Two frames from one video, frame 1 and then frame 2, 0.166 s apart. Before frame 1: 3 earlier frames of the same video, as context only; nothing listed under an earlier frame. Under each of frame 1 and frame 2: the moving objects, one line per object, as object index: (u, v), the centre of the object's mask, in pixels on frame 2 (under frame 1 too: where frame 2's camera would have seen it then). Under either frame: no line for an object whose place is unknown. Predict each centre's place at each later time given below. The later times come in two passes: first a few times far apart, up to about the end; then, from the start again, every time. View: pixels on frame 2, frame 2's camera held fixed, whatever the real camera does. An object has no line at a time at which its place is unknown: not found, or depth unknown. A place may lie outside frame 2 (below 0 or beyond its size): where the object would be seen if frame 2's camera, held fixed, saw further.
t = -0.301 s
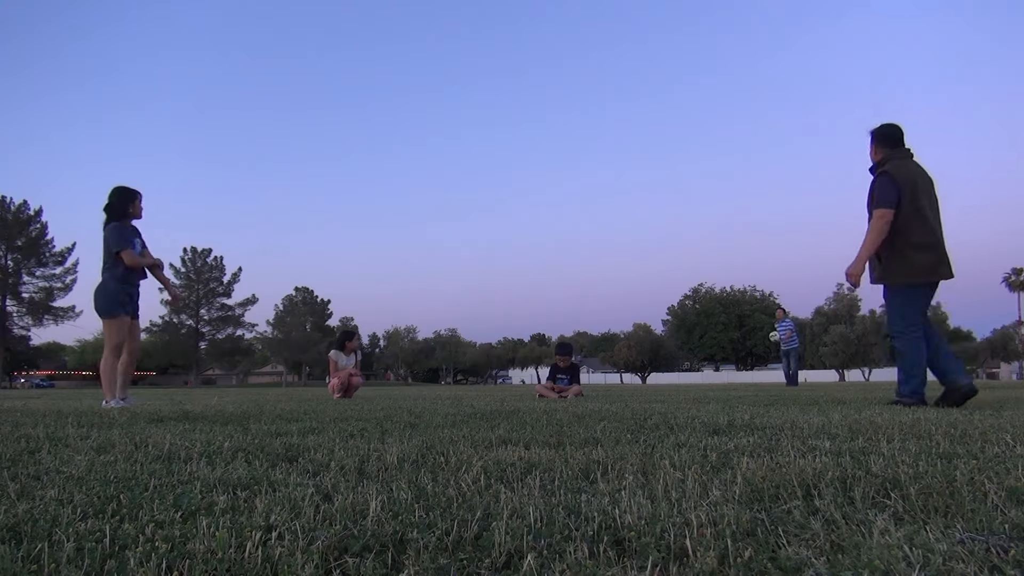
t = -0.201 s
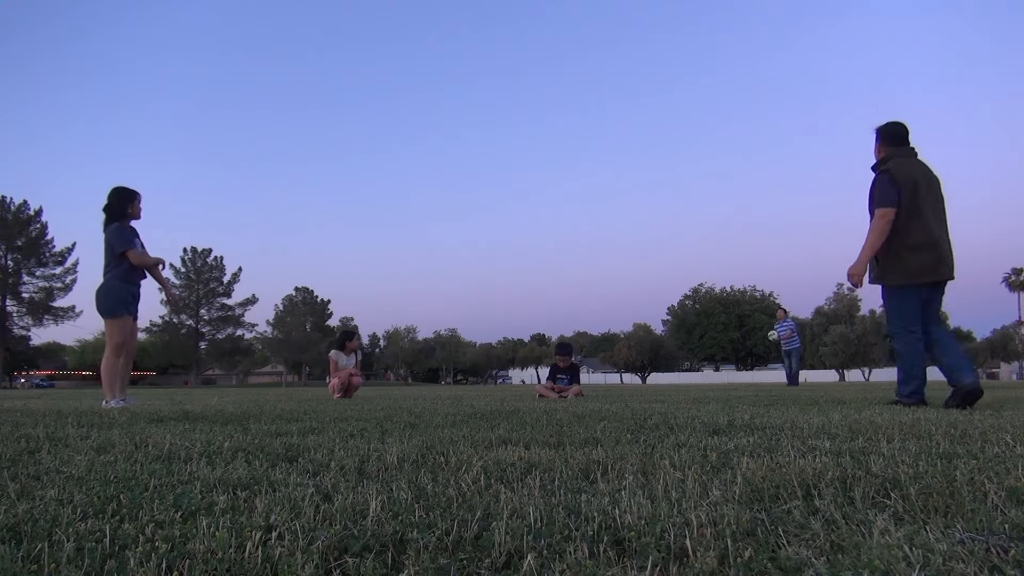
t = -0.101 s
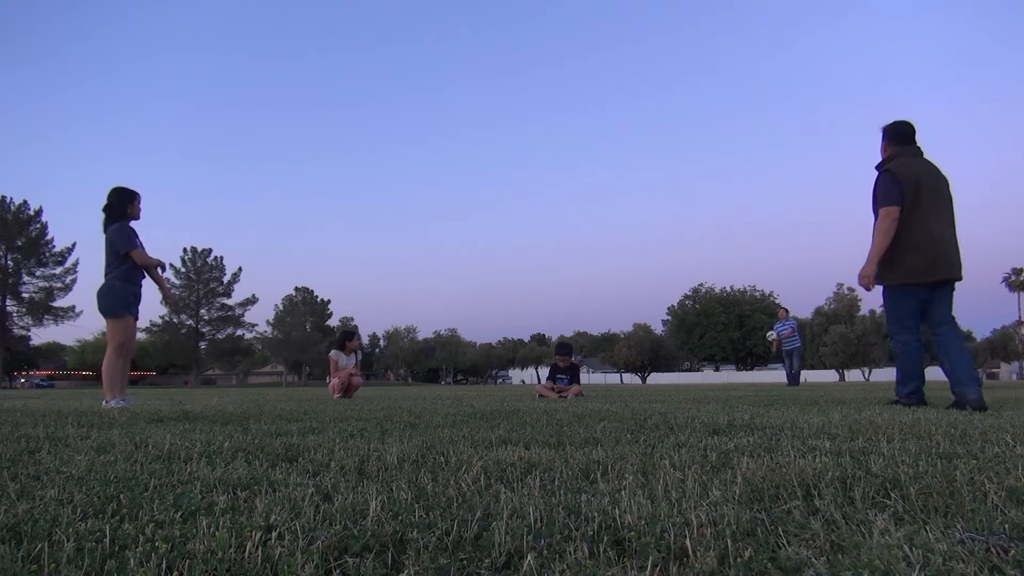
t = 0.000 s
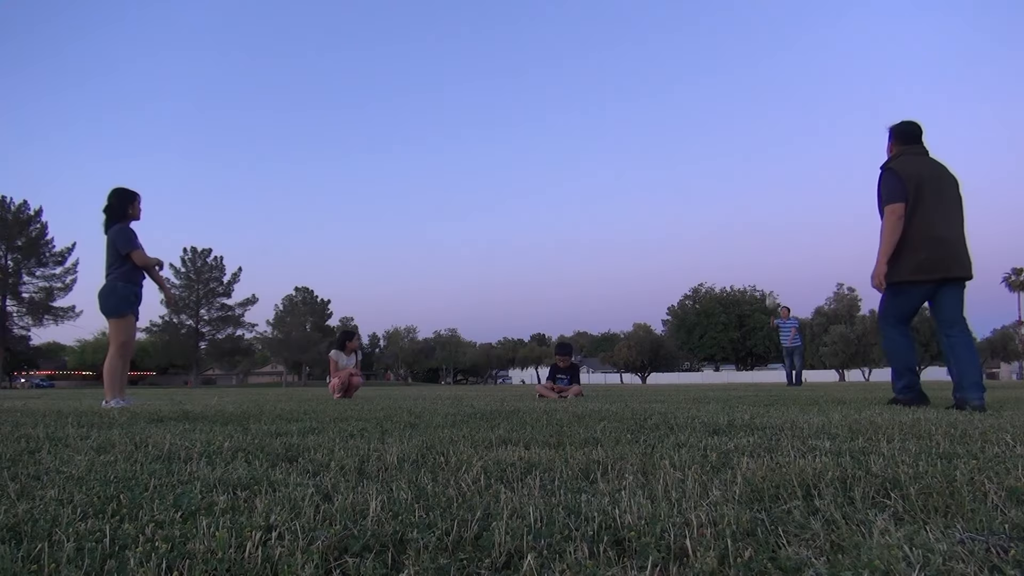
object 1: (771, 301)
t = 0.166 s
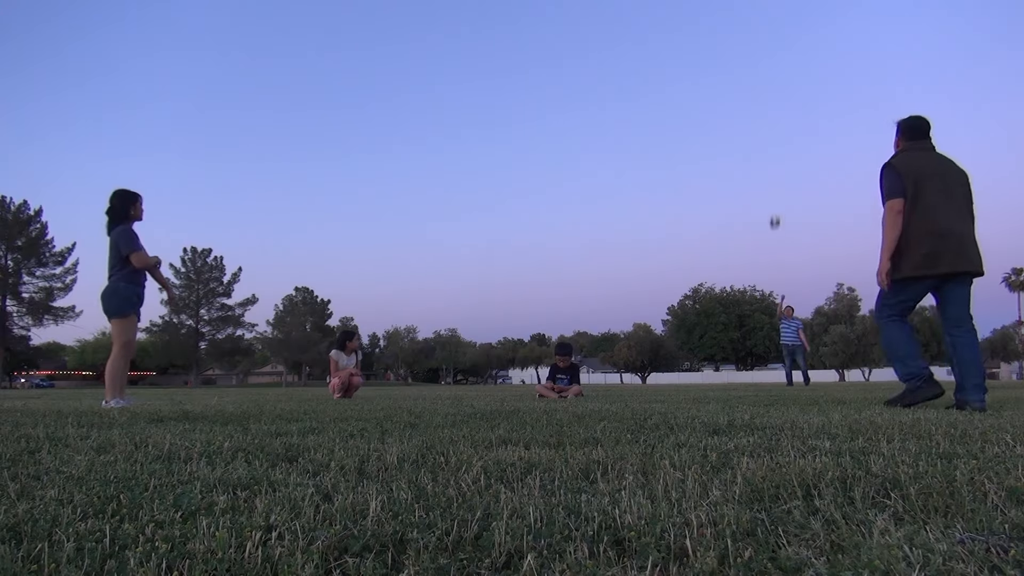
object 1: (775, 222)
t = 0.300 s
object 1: (778, 163)
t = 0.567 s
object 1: (790, 56)
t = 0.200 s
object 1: (775, 206)
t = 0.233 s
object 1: (776, 192)
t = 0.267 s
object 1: (777, 177)
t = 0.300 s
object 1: (778, 163)
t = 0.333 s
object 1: (779, 148)
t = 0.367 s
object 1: (781, 134)
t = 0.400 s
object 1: (782, 120)
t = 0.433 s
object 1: (784, 107)
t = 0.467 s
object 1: (786, 94)
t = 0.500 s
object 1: (787, 81)
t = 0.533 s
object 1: (789, 68)
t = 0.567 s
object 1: (790, 56)
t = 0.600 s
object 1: (792, 45)
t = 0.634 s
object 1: (794, 34)
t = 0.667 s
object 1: (796, 23)
